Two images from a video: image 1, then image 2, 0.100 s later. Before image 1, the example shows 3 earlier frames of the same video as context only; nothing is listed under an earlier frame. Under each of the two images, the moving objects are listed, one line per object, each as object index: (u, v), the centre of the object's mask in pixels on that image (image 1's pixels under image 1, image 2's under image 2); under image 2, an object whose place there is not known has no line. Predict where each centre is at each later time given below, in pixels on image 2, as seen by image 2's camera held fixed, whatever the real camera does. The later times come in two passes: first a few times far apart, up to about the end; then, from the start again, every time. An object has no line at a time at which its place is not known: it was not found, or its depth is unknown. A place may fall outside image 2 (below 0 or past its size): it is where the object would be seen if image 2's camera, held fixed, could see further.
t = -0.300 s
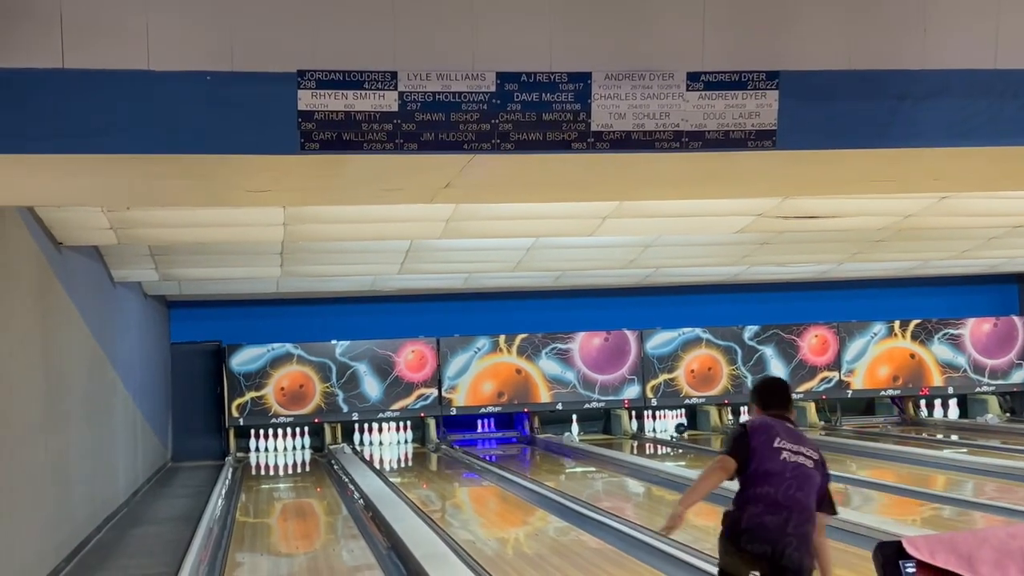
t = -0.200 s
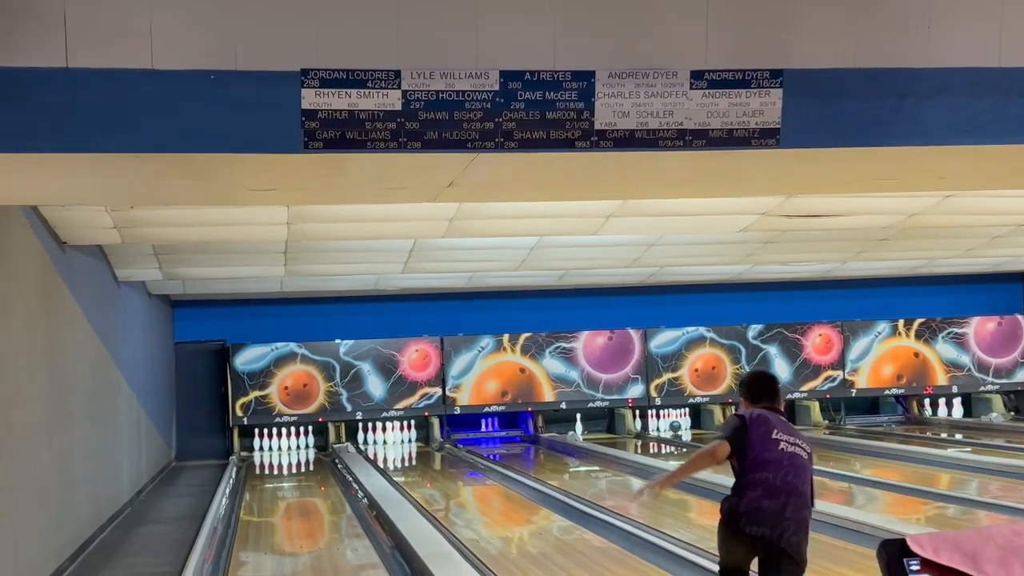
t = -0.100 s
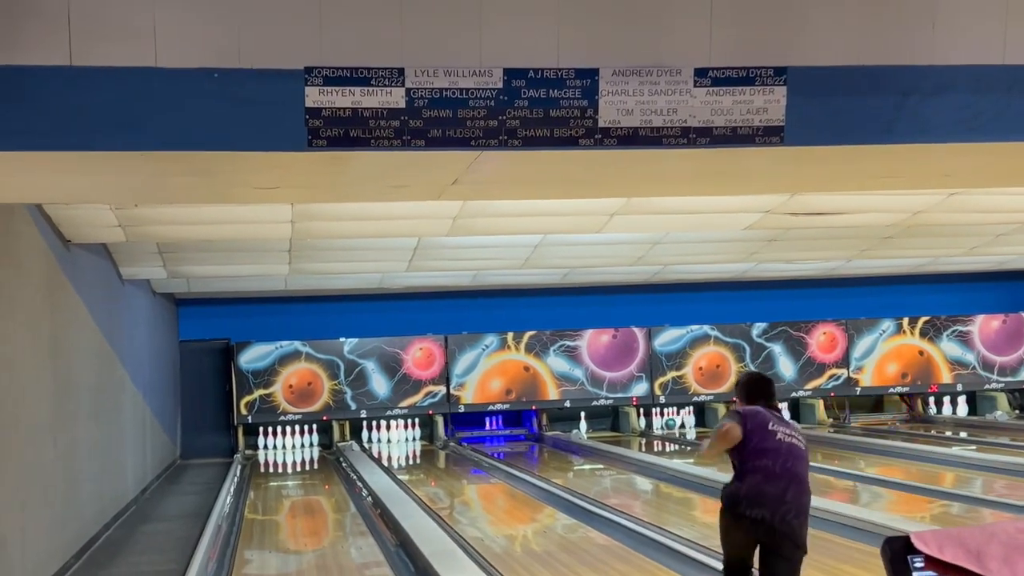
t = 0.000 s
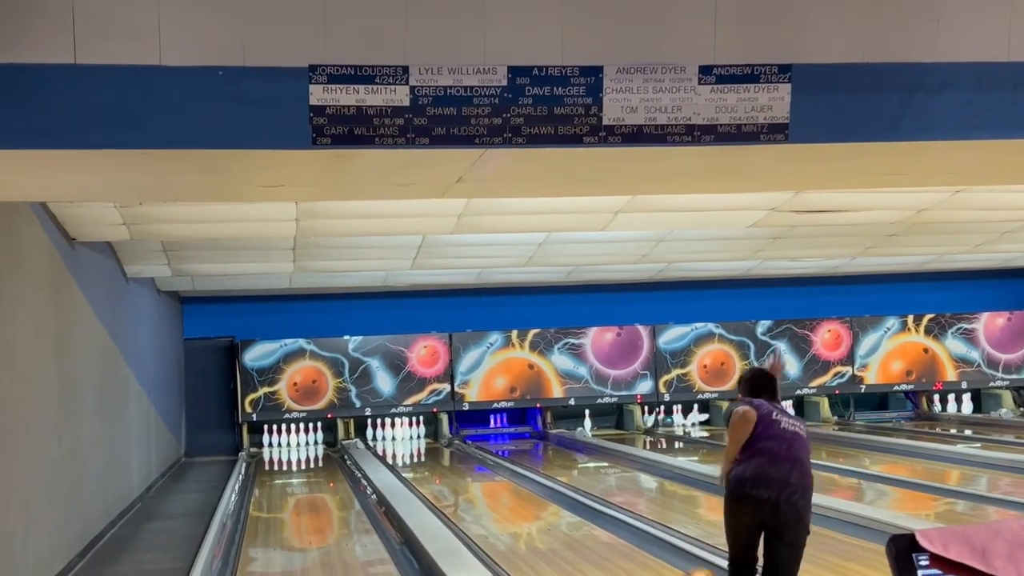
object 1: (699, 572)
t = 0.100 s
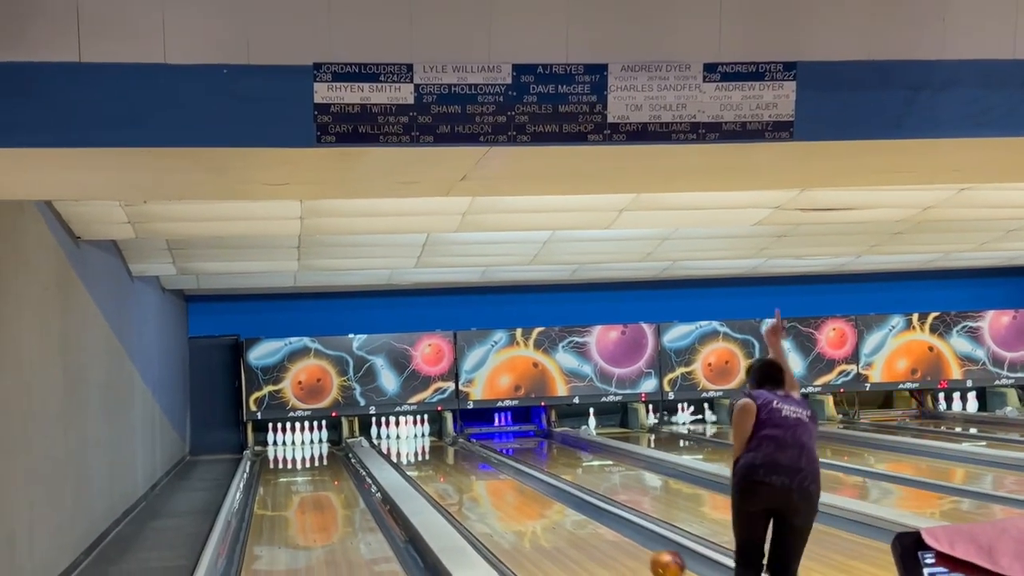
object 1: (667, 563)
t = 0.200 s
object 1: (637, 551)
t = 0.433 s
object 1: (582, 521)
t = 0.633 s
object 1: (549, 502)
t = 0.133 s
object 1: (656, 561)
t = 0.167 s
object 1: (646, 557)
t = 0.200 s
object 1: (637, 551)
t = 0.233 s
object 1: (628, 546)
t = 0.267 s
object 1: (619, 541)
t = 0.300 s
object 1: (611, 537)
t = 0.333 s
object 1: (603, 533)
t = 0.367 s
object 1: (596, 529)
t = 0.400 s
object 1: (589, 525)
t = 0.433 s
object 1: (582, 521)
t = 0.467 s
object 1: (576, 518)
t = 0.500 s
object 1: (570, 515)
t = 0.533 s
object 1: (564, 511)
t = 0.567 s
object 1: (558, 508)
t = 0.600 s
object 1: (553, 504)
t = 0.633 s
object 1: (549, 502)
